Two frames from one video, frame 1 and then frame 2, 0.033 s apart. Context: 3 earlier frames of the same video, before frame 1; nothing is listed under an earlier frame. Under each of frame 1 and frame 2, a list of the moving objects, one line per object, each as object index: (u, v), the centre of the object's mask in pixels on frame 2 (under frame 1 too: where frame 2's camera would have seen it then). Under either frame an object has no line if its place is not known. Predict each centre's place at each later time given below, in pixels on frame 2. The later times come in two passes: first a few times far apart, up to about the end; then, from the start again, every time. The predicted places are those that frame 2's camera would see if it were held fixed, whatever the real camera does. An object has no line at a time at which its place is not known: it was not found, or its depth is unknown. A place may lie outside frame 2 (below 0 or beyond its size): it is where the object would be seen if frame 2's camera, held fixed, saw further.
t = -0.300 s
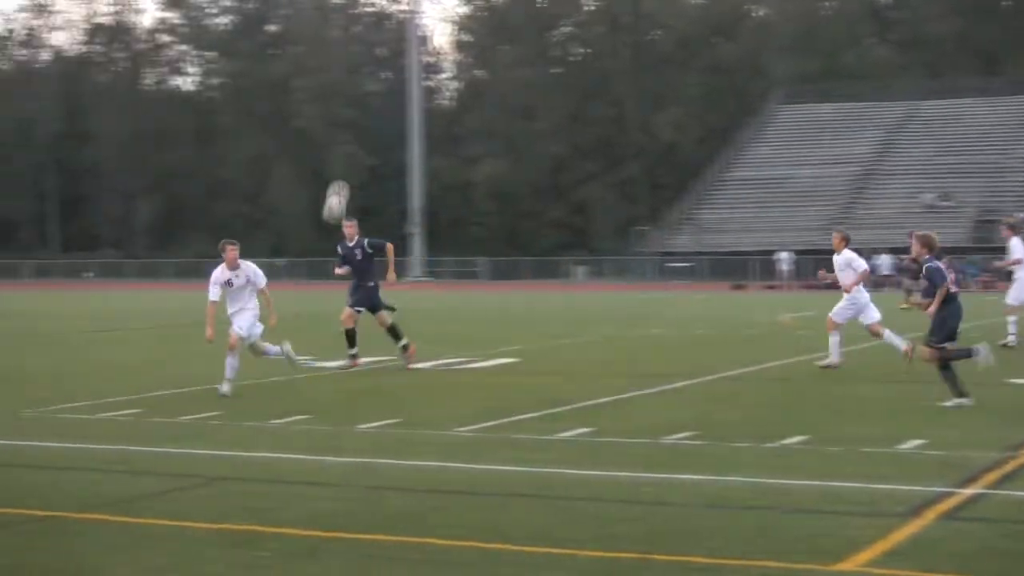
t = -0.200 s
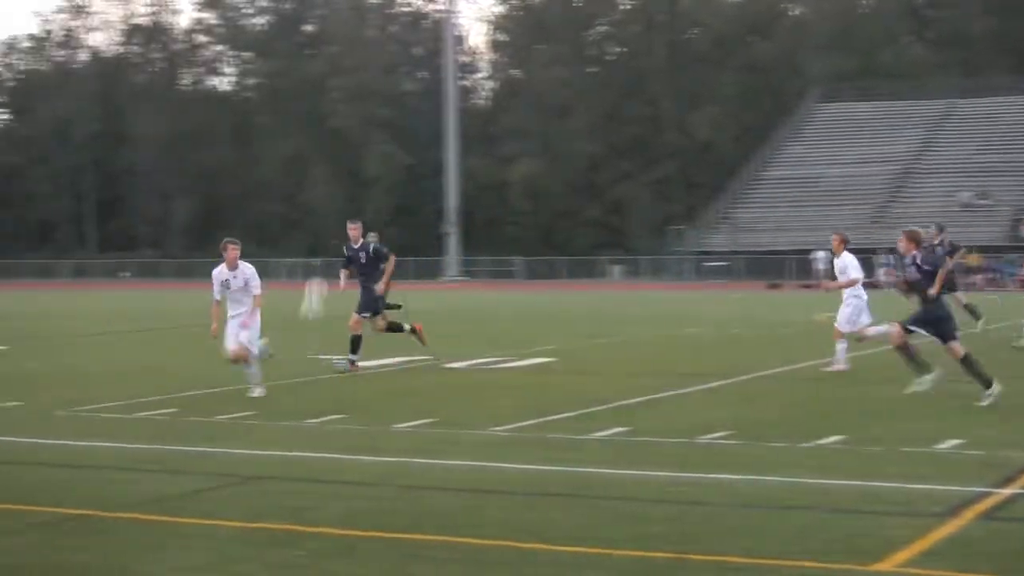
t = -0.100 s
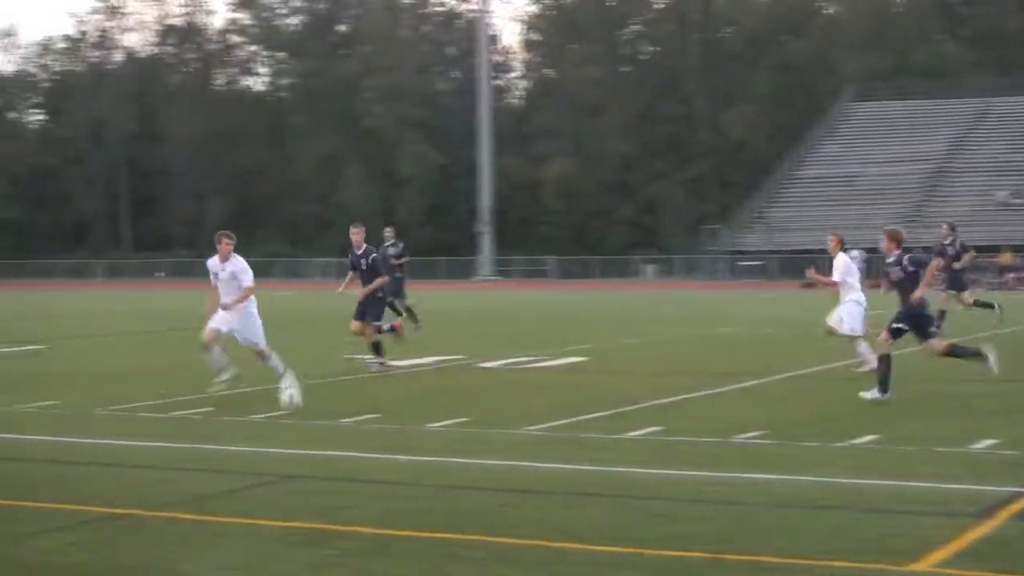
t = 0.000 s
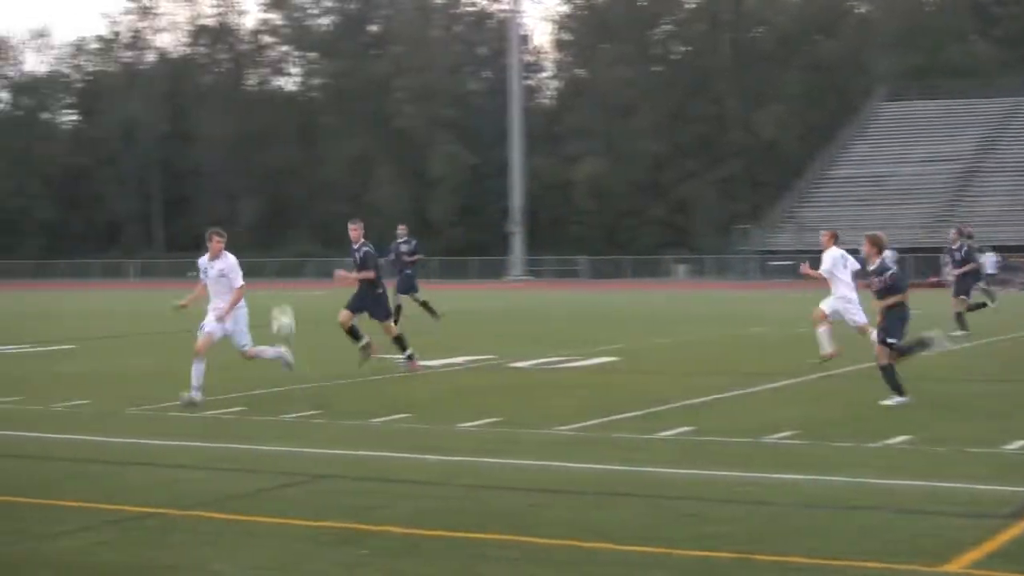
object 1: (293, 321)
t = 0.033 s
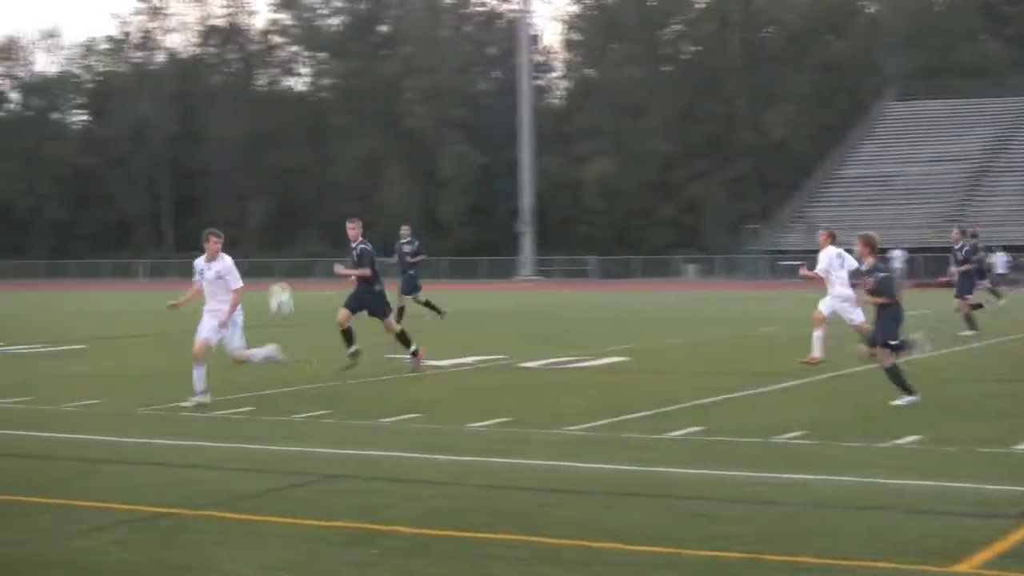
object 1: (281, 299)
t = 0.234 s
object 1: (202, 194)
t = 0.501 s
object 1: (96, 115)
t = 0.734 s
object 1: (3, 110)
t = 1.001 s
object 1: (-102, 181)
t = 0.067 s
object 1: (267, 278)
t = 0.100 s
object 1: (254, 260)
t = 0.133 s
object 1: (241, 241)
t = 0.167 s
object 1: (229, 225)
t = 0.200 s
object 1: (215, 209)
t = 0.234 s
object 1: (202, 194)
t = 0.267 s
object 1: (189, 180)
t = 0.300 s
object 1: (176, 167)
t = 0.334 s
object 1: (163, 156)
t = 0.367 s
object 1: (149, 146)
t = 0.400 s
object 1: (136, 136)
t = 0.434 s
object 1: (123, 128)
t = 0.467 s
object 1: (109, 121)
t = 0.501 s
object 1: (96, 115)
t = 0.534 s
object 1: (83, 111)
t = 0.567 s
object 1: (70, 108)
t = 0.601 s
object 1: (56, 105)
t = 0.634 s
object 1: (43, 104)
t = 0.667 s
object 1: (29, 105)
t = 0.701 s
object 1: (17, 107)
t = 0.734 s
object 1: (3, 110)
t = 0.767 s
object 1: (-10, 114)
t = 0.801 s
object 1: (-24, 119)
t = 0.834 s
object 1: (-37, 126)
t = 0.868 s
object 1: (-50, 136)
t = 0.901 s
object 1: (-62, 146)
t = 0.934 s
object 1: (-75, 156)
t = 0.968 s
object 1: (-89, 169)
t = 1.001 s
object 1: (-102, 181)
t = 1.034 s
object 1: (-116, 197)
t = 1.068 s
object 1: (-129, 214)
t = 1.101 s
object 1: (-141, 231)
